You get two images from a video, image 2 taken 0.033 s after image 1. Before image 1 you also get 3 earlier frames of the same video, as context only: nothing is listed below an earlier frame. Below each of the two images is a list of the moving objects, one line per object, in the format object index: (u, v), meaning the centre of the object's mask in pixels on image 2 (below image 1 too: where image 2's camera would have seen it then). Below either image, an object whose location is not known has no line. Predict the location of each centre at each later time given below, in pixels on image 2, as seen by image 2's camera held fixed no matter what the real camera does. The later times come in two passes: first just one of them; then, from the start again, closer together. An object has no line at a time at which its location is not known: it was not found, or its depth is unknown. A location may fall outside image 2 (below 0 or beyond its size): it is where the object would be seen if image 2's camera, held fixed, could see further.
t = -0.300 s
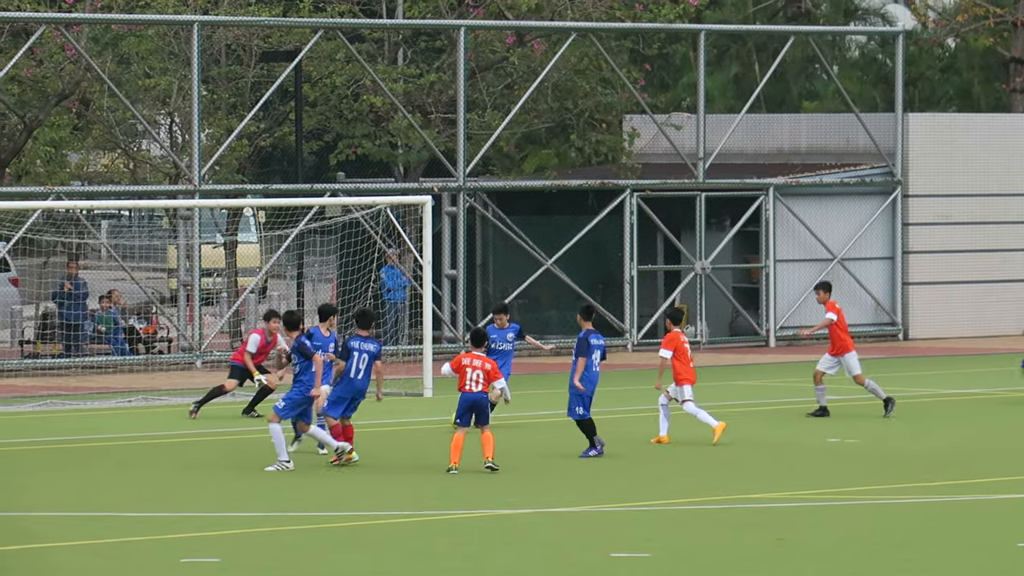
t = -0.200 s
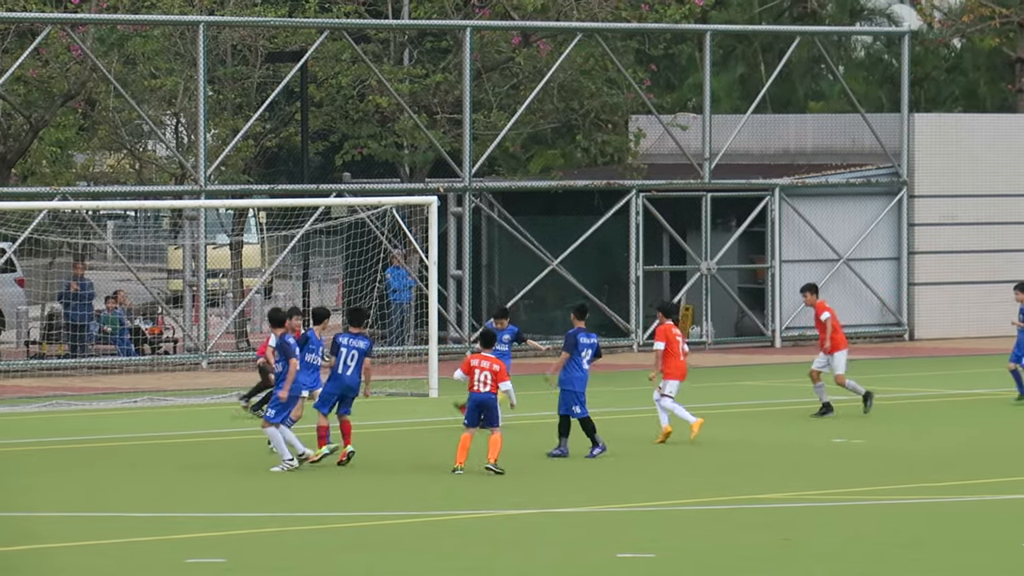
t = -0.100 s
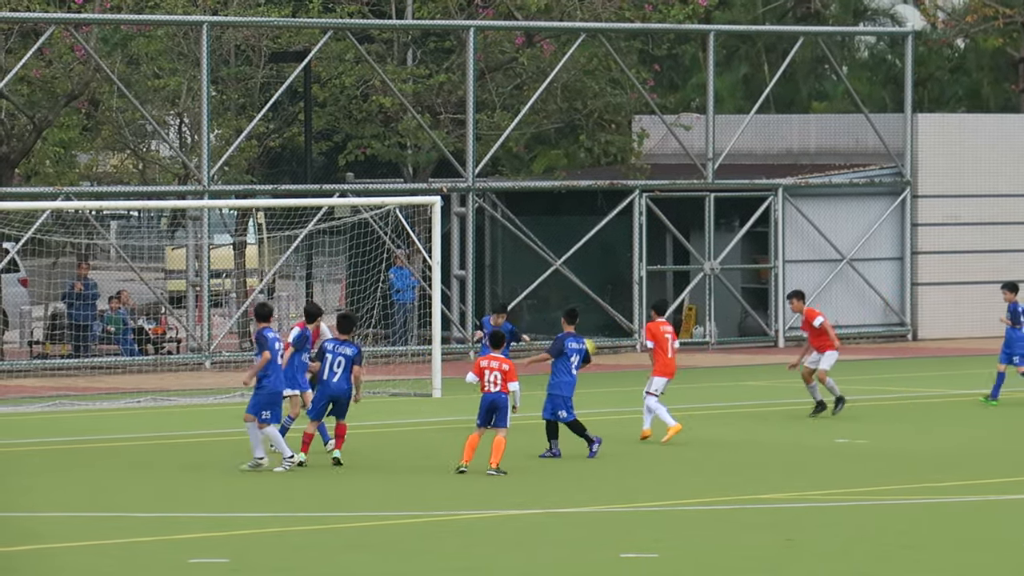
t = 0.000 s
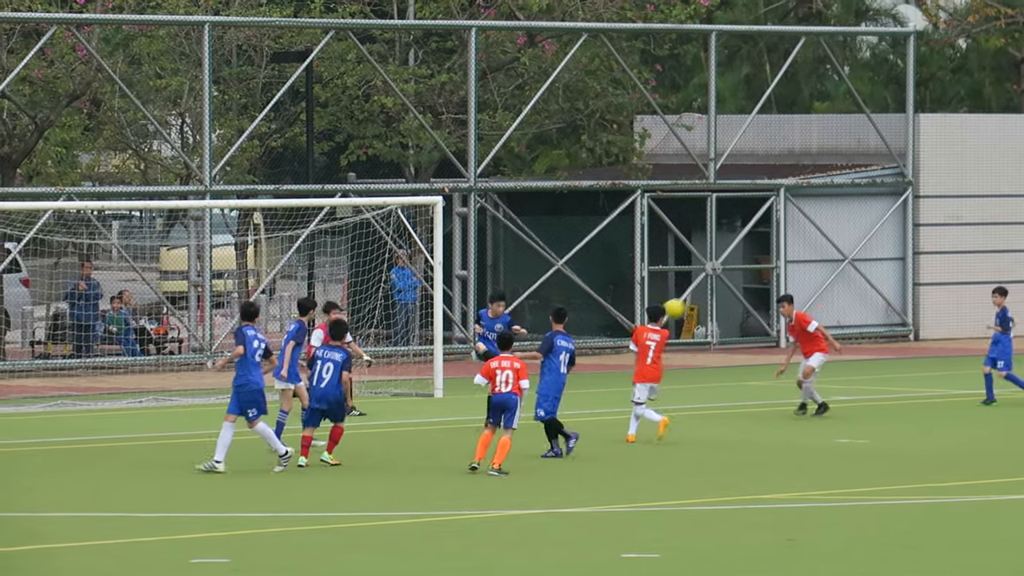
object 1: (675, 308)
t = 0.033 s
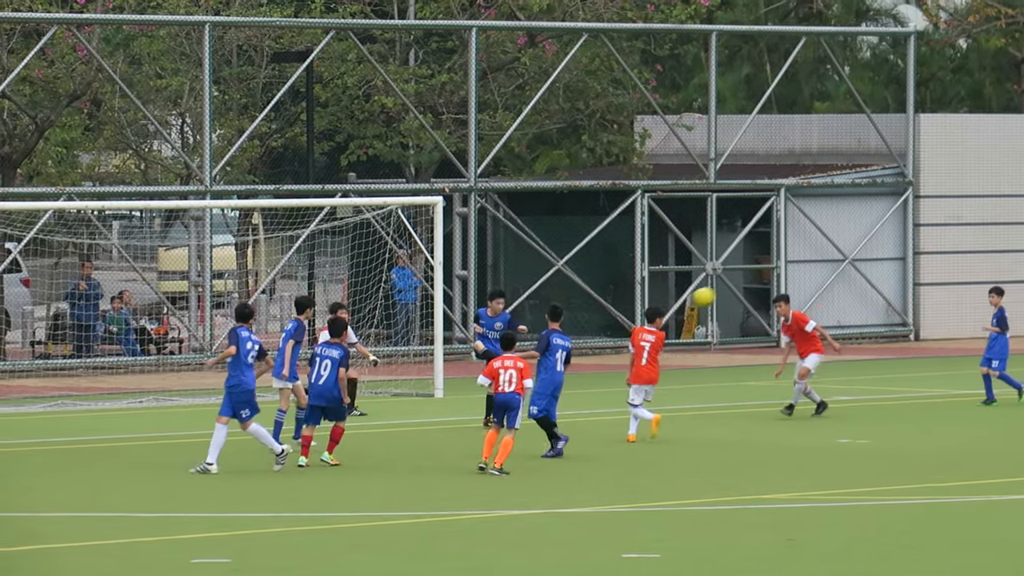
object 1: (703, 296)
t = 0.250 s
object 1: (901, 246)
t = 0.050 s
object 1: (719, 291)
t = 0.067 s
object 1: (734, 286)
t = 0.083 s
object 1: (749, 281)
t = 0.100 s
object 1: (763, 277)
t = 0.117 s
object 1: (779, 272)
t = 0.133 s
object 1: (794, 268)
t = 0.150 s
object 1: (809, 264)
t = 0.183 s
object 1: (840, 257)
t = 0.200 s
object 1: (855, 254)
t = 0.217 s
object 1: (870, 251)
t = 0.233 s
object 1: (885, 248)
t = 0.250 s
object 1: (901, 246)
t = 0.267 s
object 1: (915, 244)
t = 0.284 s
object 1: (932, 242)
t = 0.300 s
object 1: (947, 241)
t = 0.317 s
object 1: (961, 240)
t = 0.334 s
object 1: (978, 239)
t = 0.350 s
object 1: (993, 238)
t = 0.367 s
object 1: (1008, 237)
